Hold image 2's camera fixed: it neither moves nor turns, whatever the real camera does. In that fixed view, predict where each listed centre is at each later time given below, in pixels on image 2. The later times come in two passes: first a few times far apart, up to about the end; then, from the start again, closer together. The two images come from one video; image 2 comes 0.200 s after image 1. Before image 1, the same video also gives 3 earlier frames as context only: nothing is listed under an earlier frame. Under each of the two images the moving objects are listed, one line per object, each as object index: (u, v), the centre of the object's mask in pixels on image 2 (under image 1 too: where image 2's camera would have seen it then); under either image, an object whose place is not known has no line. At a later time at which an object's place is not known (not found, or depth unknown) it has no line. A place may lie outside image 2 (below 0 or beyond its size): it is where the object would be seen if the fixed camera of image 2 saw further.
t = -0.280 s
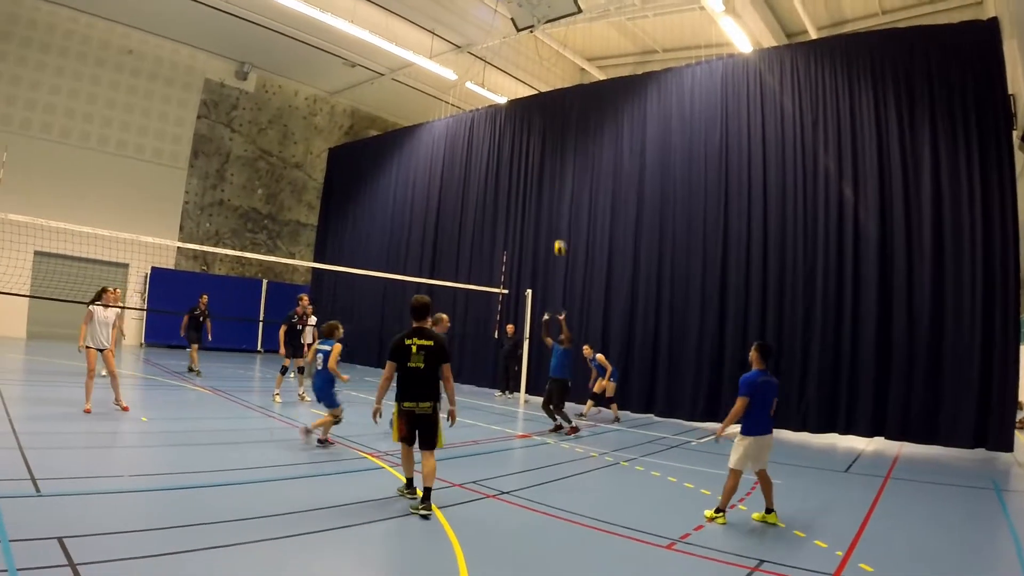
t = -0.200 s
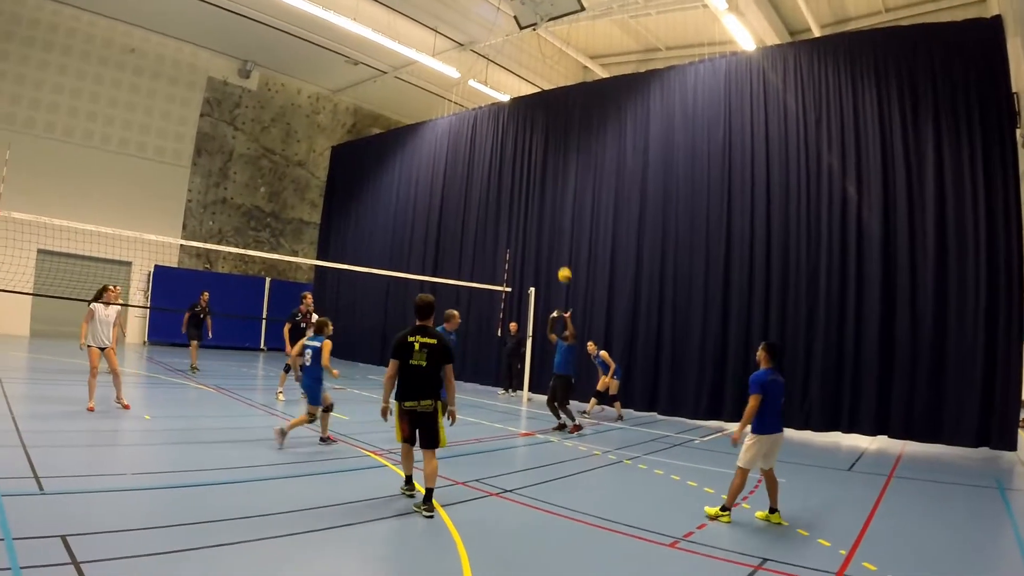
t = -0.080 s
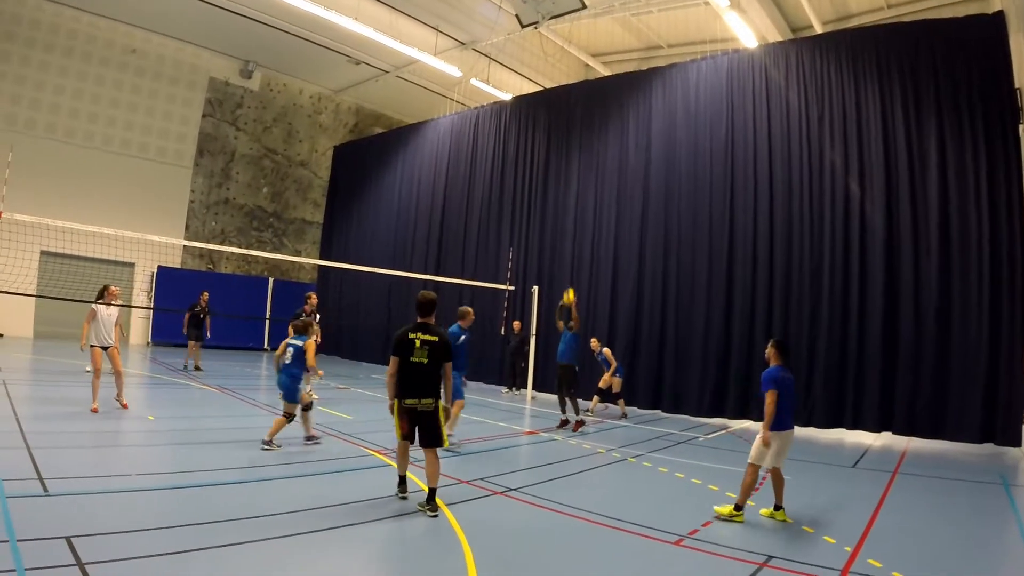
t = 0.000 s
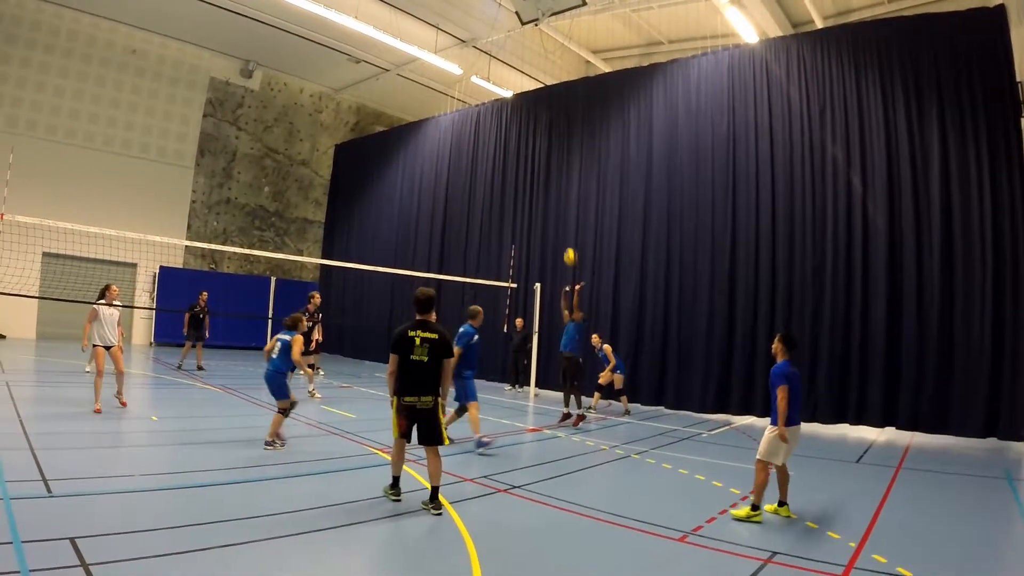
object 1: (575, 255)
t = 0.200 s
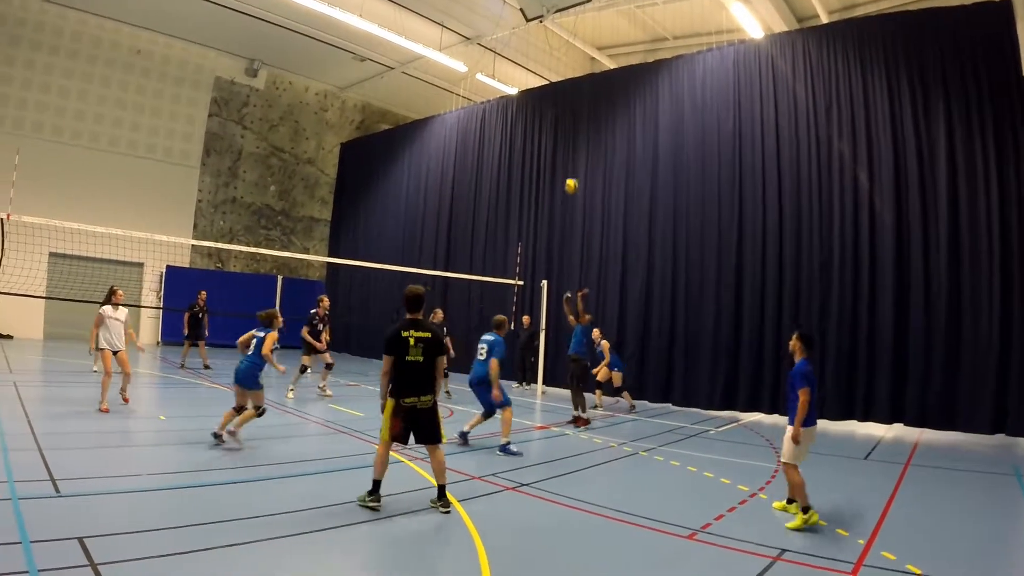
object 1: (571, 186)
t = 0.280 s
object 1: (570, 170)
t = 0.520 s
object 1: (562, 135)
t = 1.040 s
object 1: (543, 173)
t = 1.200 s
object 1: (536, 209)
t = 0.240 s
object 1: (571, 178)
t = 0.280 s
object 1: (570, 170)
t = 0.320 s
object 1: (569, 159)
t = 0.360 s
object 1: (568, 154)
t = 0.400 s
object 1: (567, 146)
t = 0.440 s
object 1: (566, 142)
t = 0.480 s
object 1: (564, 139)
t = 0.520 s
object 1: (562, 135)
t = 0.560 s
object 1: (561, 133)
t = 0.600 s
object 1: (560, 131)
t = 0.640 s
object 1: (559, 131)
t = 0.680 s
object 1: (558, 131)
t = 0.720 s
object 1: (556, 133)
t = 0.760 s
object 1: (555, 135)
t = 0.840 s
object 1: (551, 143)
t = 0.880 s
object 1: (550, 146)
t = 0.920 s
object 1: (548, 152)
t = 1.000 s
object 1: (545, 164)
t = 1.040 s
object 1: (543, 173)
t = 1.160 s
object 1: (538, 200)
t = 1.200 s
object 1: (536, 209)
